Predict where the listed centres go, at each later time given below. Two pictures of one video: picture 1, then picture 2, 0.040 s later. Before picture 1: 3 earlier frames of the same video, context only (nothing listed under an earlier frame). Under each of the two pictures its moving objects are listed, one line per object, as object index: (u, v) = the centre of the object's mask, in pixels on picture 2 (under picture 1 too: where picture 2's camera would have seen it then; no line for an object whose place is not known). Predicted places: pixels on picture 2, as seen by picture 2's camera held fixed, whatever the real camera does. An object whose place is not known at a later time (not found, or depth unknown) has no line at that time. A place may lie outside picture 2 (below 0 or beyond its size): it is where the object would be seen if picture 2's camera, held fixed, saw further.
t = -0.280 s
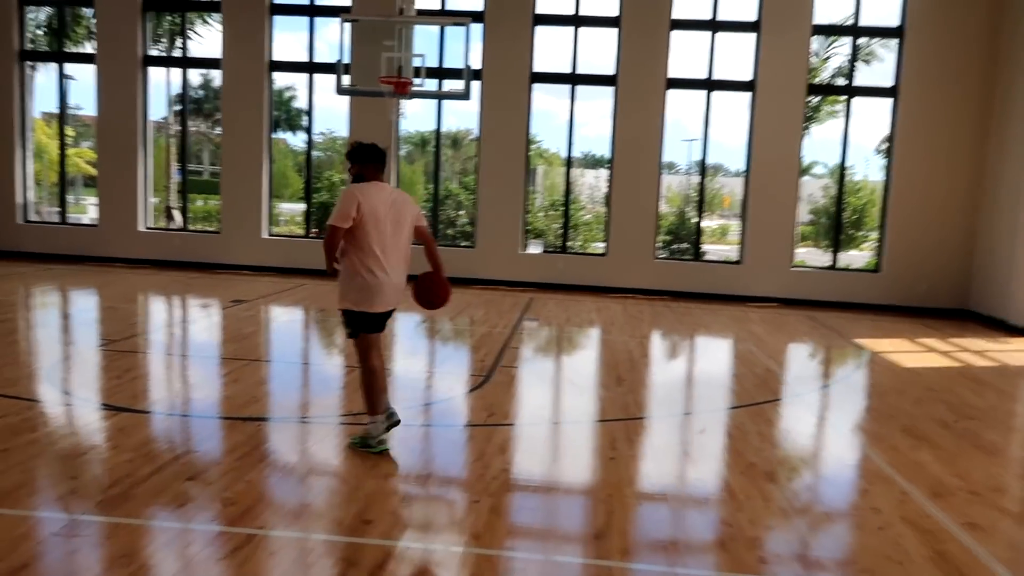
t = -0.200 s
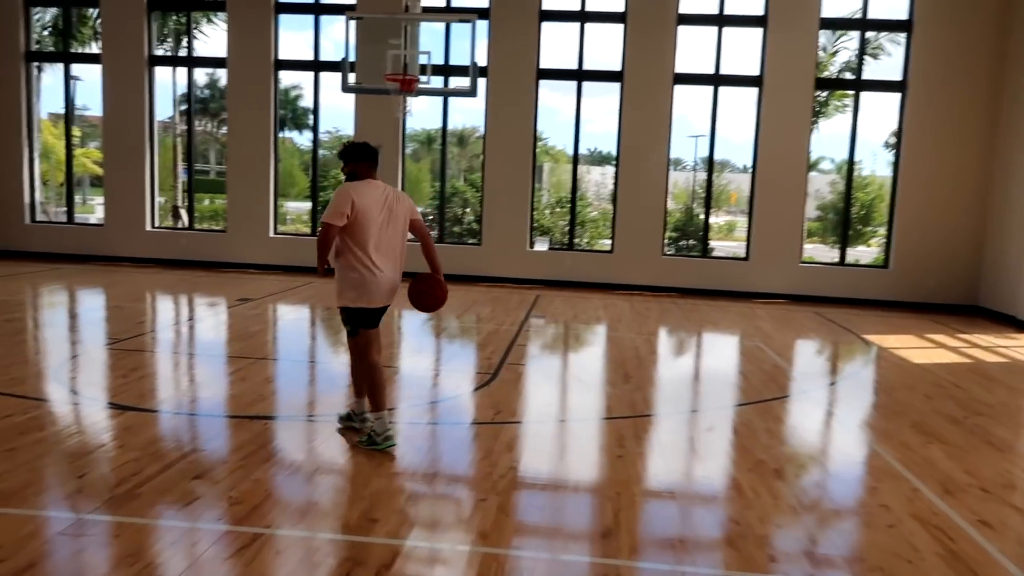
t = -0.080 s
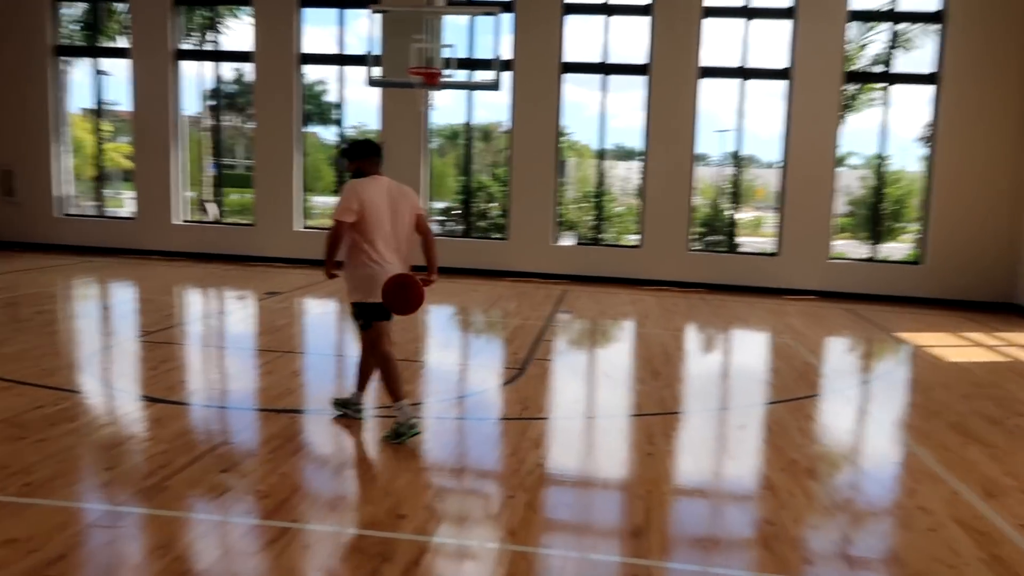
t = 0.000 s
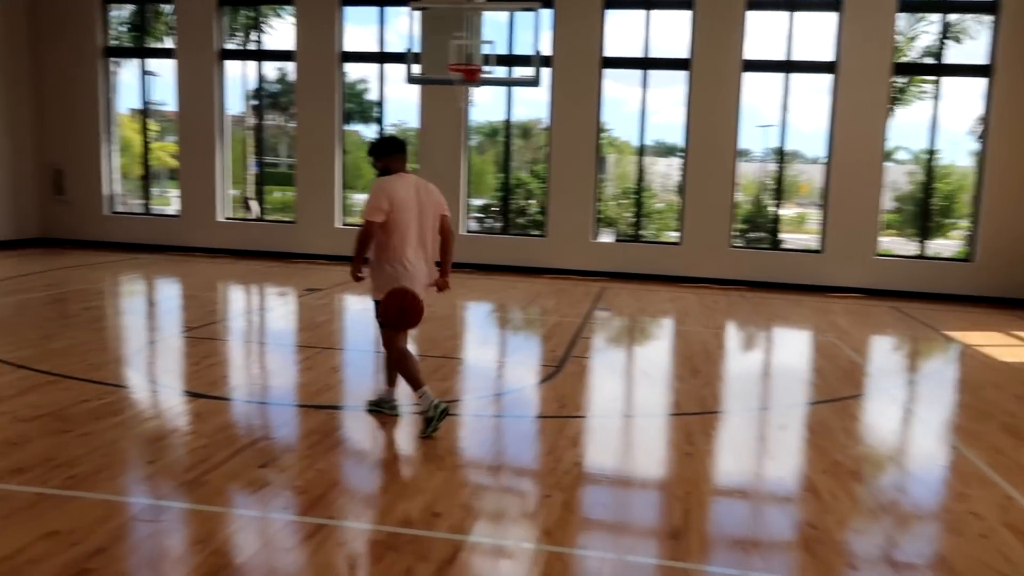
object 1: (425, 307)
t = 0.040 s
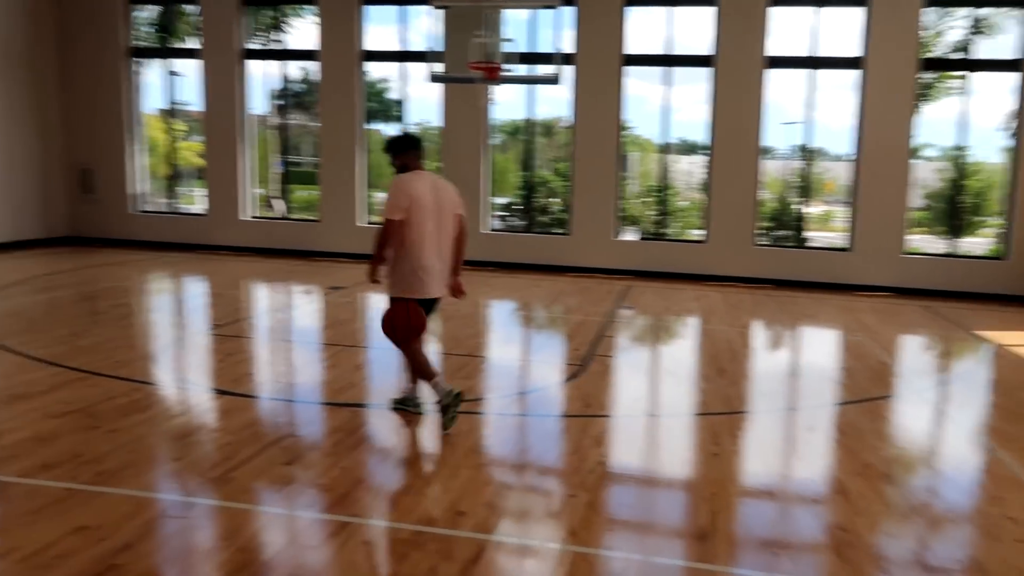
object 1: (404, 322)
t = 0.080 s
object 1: (379, 341)
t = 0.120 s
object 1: (359, 362)
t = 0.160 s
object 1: (336, 389)
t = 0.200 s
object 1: (312, 419)
